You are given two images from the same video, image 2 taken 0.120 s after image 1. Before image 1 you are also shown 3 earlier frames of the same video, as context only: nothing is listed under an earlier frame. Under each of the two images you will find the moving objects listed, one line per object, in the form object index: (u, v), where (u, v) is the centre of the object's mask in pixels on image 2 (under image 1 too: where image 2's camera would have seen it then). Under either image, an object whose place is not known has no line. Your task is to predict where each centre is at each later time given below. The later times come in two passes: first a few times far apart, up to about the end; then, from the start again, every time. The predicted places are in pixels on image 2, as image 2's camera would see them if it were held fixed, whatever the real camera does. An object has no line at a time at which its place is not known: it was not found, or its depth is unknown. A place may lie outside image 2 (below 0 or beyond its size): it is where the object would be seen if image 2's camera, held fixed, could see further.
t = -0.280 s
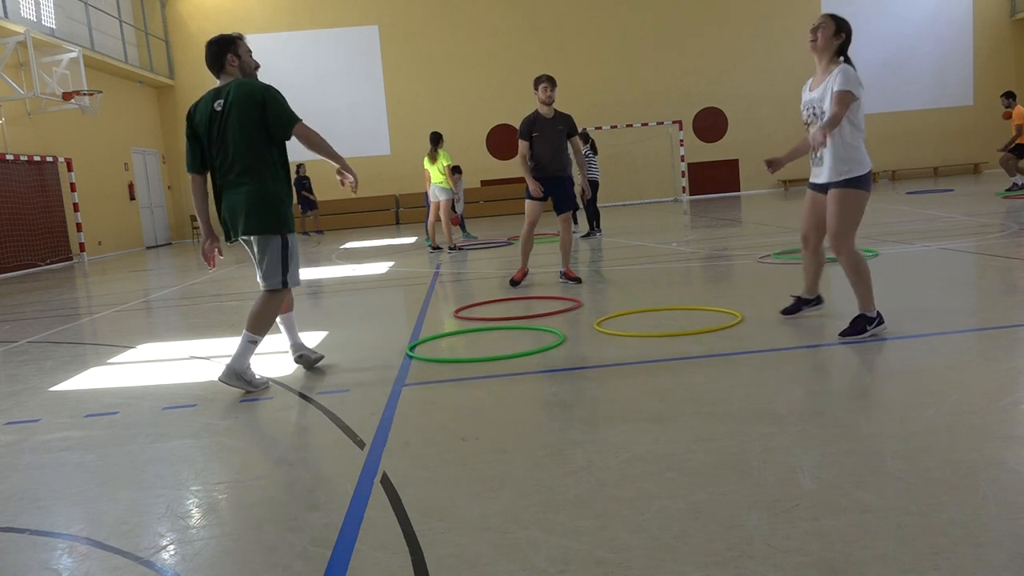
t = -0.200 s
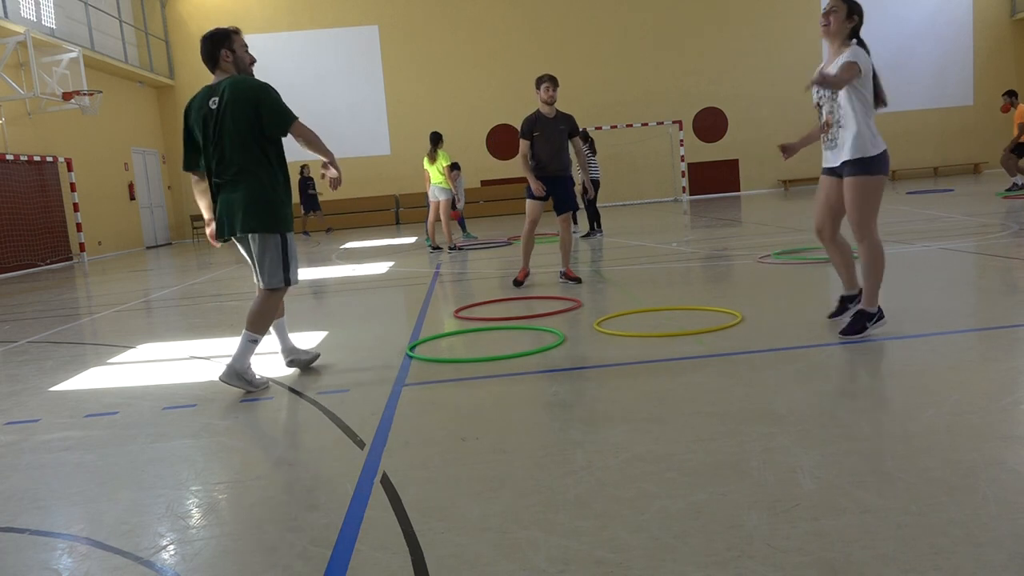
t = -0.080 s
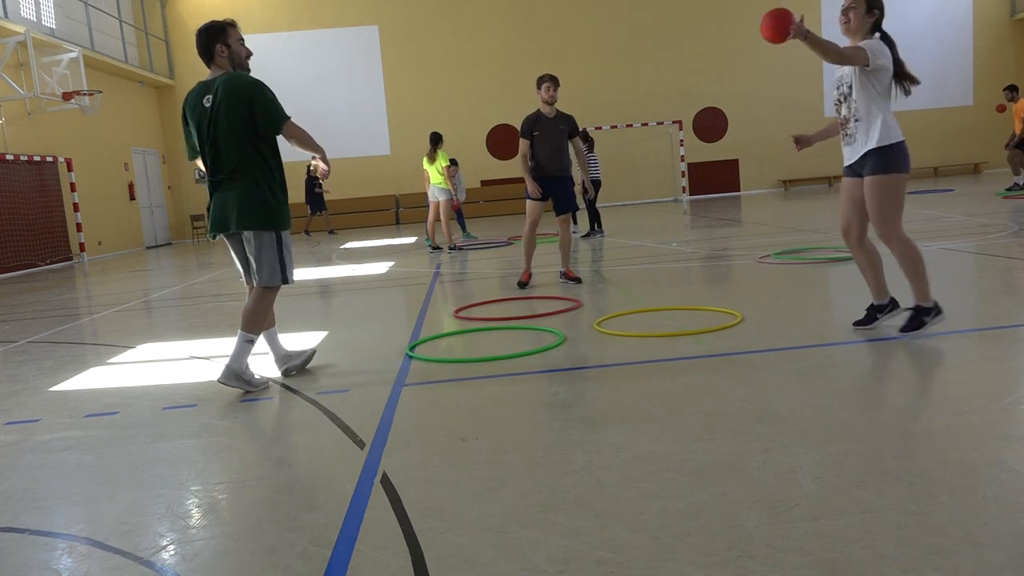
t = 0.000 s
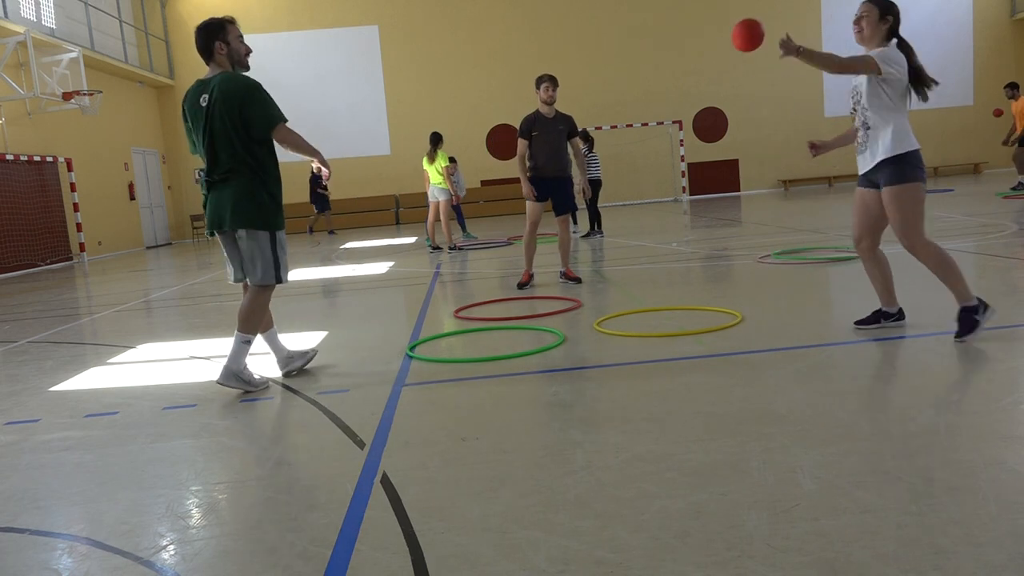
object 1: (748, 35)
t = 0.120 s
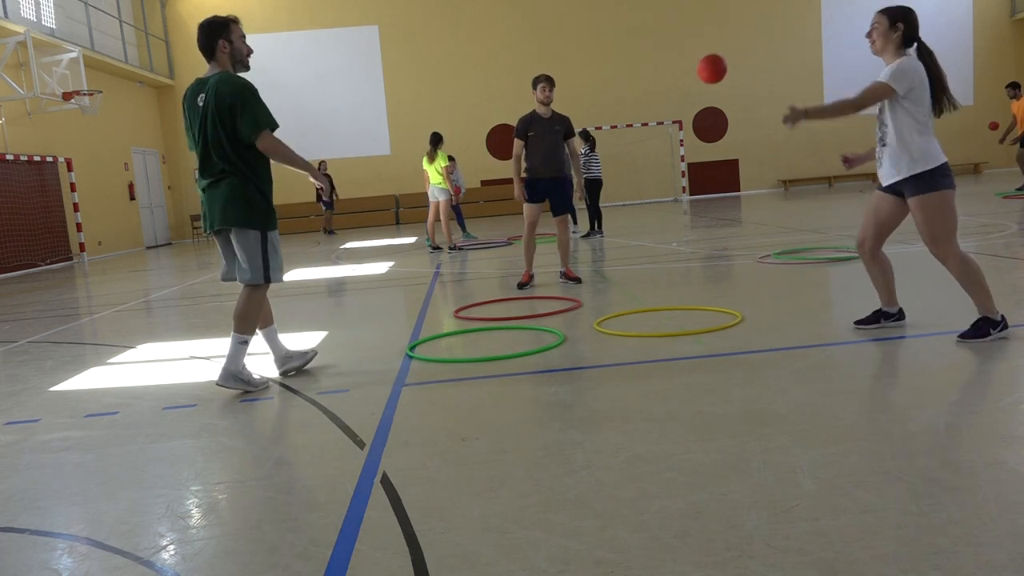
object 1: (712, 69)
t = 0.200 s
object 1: (693, 101)
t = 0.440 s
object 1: (653, 230)
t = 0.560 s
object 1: (639, 267)
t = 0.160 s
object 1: (702, 84)
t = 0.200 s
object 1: (693, 101)
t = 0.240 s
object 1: (685, 120)
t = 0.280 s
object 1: (678, 140)
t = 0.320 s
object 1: (670, 161)
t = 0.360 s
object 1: (664, 183)
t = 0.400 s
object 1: (658, 207)
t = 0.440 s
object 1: (653, 230)
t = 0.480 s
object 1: (649, 255)
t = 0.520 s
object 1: (644, 281)
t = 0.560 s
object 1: (639, 267)
